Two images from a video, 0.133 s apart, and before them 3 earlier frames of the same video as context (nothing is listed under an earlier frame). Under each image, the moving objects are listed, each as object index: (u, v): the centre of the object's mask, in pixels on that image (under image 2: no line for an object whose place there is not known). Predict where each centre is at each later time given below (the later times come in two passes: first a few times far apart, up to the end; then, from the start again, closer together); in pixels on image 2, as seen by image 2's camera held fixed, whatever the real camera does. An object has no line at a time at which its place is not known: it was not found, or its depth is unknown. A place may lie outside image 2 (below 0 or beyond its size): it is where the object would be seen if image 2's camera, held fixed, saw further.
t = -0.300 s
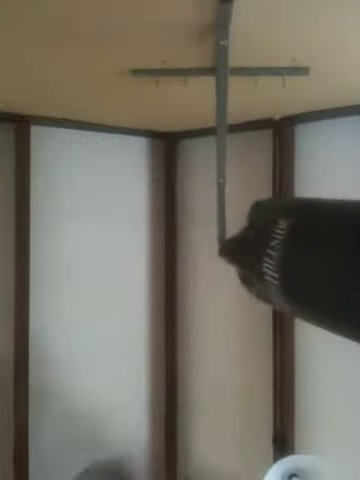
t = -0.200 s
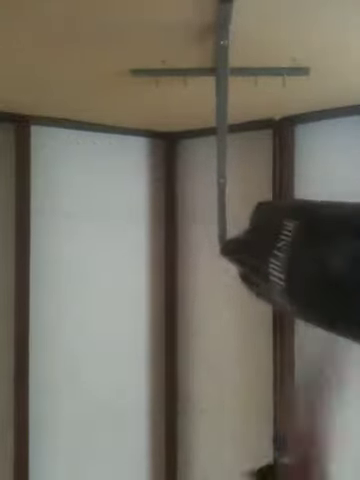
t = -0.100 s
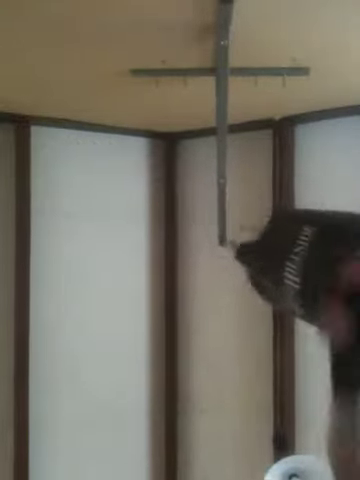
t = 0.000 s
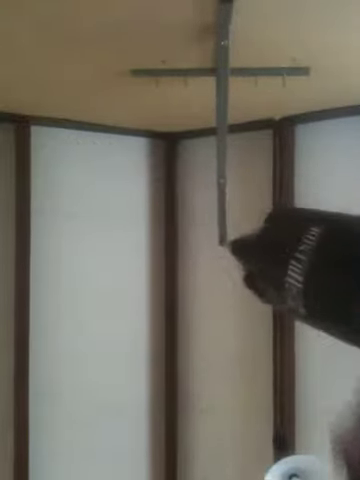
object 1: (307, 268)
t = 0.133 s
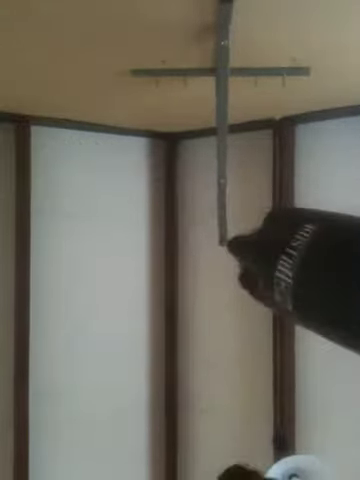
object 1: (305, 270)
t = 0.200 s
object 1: (303, 270)
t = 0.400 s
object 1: (294, 281)
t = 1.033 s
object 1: (84, 186)
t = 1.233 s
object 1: (84, 180)
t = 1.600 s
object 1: (271, 226)
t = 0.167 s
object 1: (305, 270)
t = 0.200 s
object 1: (303, 270)
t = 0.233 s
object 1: (302, 272)
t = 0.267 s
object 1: (301, 272)
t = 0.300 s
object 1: (300, 273)
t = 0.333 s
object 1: (297, 278)
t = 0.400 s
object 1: (294, 281)
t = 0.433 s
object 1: (289, 280)
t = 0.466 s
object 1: (283, 273)
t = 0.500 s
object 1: (263, 261)
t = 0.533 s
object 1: (215, 242)
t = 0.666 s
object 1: (98, 193)
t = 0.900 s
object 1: (85, 188)
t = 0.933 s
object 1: (85, 187)
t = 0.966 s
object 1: (84, 187)
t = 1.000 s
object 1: (84, 186)
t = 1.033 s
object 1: (84, 186)
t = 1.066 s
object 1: (84, 185)
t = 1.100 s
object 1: (84, 184)
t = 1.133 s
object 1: (84, 183)
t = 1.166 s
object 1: (84, 182)
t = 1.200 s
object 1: (84, 181)
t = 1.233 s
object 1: (84, 180)
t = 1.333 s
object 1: (89, 174)
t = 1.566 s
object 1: (240, 211)
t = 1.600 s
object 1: (271, 226)
